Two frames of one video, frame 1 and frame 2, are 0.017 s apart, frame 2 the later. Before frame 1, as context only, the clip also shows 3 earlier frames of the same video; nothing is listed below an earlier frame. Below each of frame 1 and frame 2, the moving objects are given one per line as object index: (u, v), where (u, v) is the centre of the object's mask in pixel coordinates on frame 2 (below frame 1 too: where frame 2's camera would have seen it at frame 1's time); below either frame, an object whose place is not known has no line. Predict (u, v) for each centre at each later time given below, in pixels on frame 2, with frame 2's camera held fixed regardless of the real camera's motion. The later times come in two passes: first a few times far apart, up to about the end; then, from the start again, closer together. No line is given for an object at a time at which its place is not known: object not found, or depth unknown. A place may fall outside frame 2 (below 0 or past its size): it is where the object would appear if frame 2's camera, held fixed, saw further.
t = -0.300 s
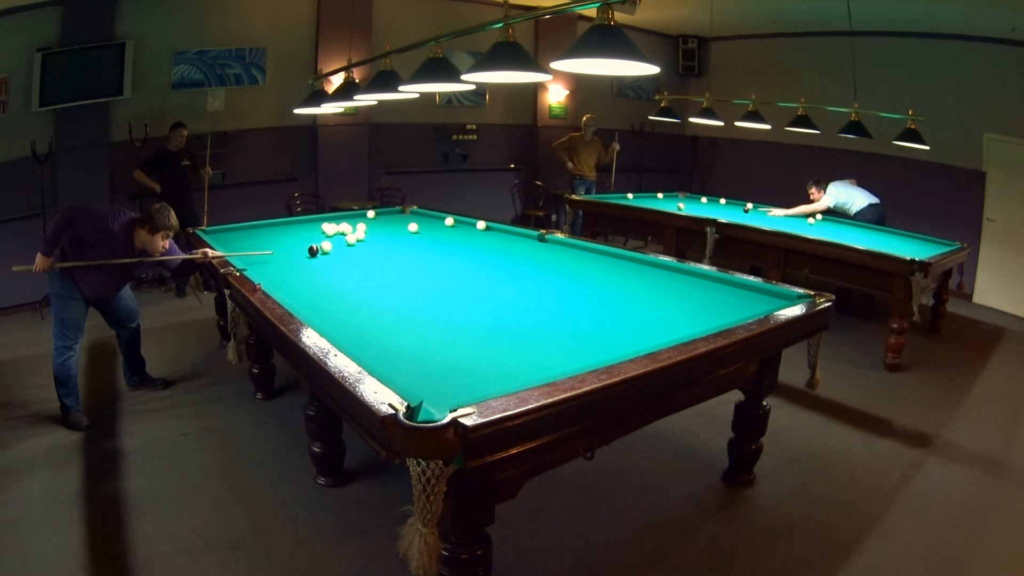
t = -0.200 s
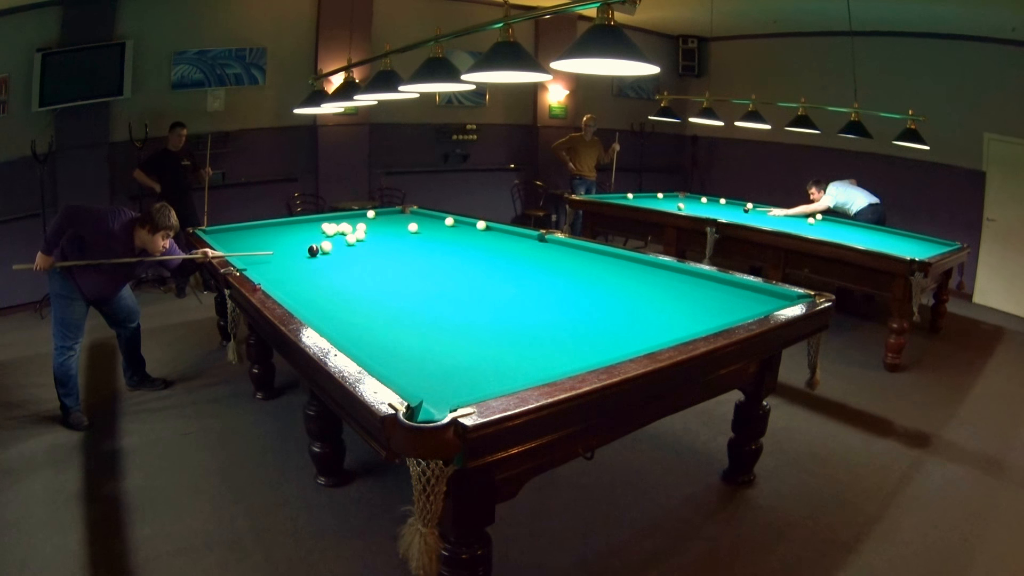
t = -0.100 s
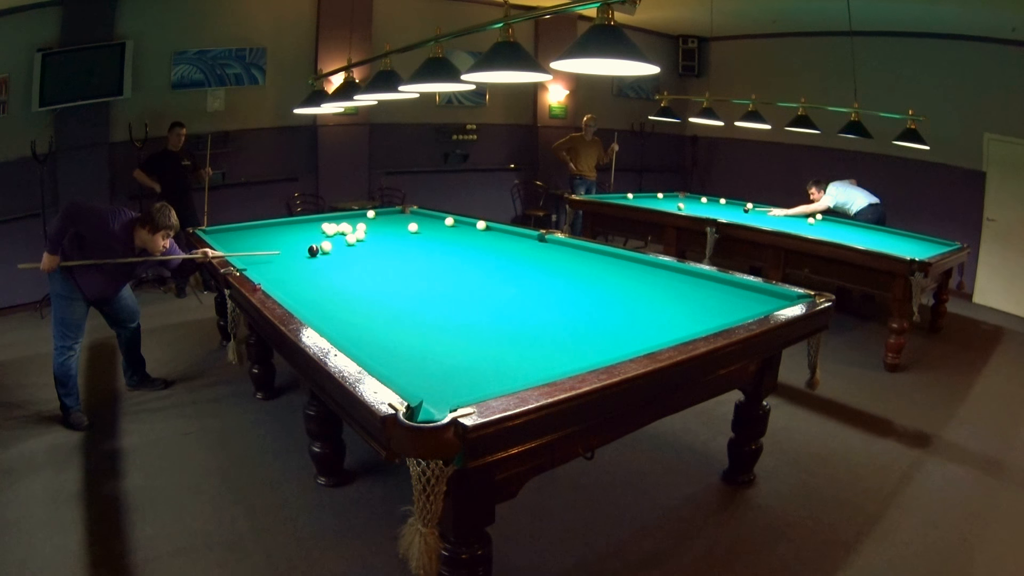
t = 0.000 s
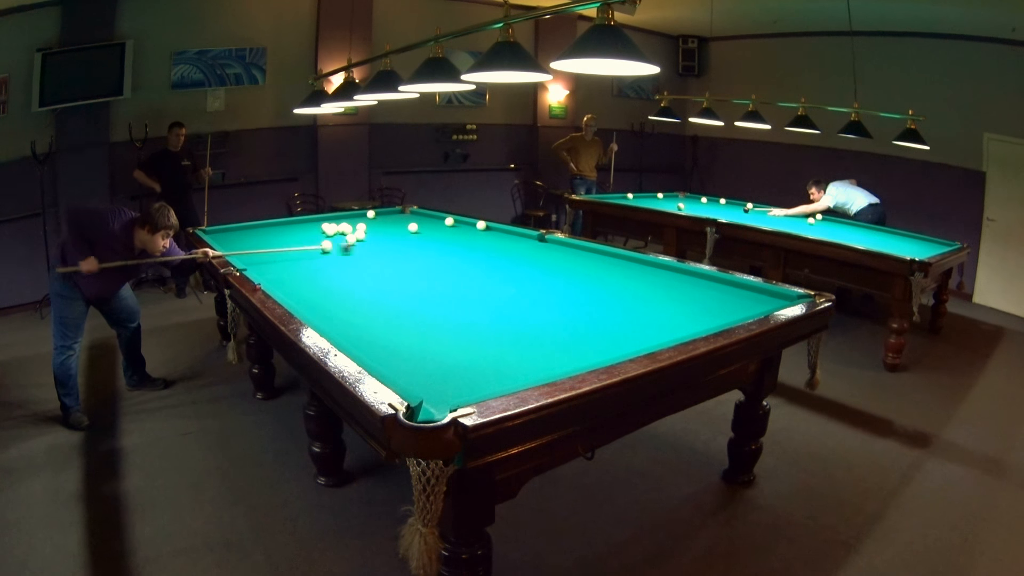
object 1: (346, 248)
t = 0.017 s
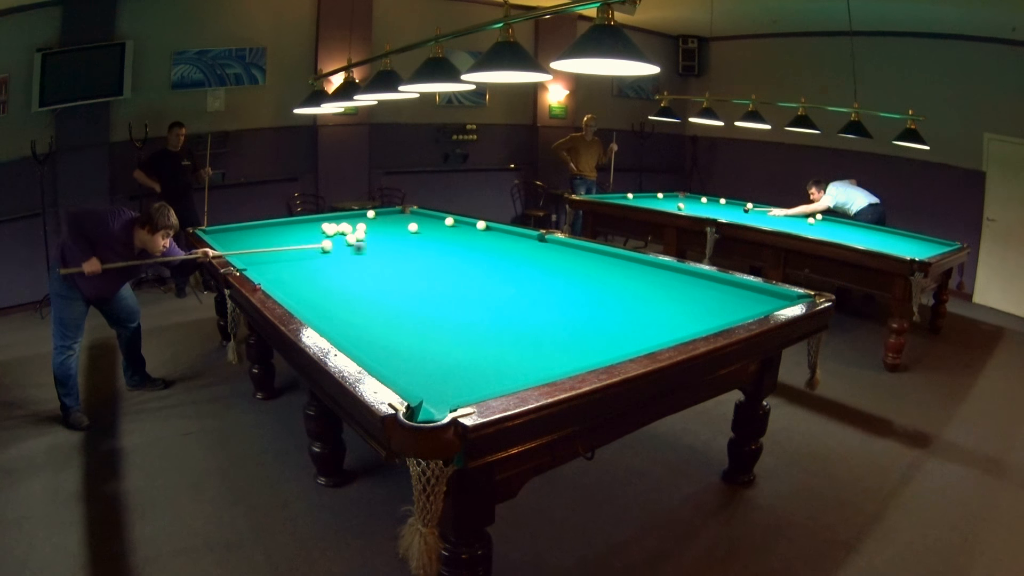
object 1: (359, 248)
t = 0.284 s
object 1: (539, 240)
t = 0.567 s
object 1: (492, 261)
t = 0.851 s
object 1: (418, 291)
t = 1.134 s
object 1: (350, 326)
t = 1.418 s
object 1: (455, 317)
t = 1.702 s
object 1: (540, 313)
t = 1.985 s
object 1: (618, 308)
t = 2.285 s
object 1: (689, 304)
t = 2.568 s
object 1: (746, 300)
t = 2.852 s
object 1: (788, 297)
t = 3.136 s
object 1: (777, 301)
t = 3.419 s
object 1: (757, 306)
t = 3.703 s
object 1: (738, 309)
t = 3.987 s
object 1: (718, 312)
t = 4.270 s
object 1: (698, 315)
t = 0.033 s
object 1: (371, 247)
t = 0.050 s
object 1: (383, 246)
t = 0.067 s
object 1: (395, 246)
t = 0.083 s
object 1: (407, 245)
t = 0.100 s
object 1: (419, 245)
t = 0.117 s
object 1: (430, 244)
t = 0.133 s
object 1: (442, 244)
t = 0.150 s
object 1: (453, 243)
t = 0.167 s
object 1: (464, 243)
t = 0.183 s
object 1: (475, 243)
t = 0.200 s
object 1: (486, 243)
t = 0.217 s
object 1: (496, 242)
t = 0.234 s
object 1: (507, 242)
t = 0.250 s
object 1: (517, 242)
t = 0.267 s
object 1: (527, 242)
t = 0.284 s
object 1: (539, 240)
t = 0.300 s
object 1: (546, 239)
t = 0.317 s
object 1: (552, 240)
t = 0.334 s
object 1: (549, 242)
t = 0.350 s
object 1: (545, 243)
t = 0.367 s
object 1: (541, 244)
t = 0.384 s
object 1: (537, 245)
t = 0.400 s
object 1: (533, 247)
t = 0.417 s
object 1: (528, 248)
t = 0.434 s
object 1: (524, 249)
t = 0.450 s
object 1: (521, 251)
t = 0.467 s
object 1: (516, 252)
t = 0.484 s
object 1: (512, 254)
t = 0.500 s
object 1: (508, 255)
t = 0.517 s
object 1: (504, 256)
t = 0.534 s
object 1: (500, 258)
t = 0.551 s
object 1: (496, 259)
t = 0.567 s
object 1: (492, 261)
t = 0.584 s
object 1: (487, 262)
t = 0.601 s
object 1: (483, 264)
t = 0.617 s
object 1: (479, 265)
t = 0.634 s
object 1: (475, 267)
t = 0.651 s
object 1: (471, 269)
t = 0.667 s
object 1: (467, 270)
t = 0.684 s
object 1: (463, 272)
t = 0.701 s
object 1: (459, 274)
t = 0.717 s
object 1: (455, 275)
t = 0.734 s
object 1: (450, 277)
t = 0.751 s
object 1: (446, 279)
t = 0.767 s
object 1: (442, 281)
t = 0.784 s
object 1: (437, 283)
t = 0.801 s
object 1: (432, 285)
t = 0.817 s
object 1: (428, 286)
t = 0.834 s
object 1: (423, 289)
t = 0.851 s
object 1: (418, 291)
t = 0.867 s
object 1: (412, 293)
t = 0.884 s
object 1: (407, 295)
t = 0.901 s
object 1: (402, 298)
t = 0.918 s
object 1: (396, 300)
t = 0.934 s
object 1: (391, 302)
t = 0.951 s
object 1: (385, 305)
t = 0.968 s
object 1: (379, 307)
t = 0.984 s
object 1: (373, 310)
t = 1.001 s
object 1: (367, 312)
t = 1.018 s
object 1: (360, 315)
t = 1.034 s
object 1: (354, 318)
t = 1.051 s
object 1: (347, 321)
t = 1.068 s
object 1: (340, 323)
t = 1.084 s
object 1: (334, 324)
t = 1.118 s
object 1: (343, 326)
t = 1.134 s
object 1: (350, 326)
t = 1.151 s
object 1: (358, 325)
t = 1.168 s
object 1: (365, 324)
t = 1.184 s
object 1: (373, 323)
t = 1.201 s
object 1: (380, 322)
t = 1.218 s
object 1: (386, 322)
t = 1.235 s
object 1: (393, 321)
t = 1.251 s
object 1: (399, 321)
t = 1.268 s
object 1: (405, 321)
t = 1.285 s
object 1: (411, 320)
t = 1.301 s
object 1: (417, 320)
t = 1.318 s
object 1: (423, 319)
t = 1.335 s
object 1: (428, 319)
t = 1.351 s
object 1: (434, 319)
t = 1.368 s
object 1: (439, 319)
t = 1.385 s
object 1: (444, 318)
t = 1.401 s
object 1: (450, 318)
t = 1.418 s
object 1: (455, 317)
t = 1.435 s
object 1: (460, 317)
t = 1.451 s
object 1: (465, 317)
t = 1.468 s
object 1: (471, 317)
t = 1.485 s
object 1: (476, 317)
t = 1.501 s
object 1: (481, 316)
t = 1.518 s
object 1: (486, 316)
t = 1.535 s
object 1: (491, 316)
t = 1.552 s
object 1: (496, 315)
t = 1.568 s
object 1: (501, 315)
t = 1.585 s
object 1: (506, 315)
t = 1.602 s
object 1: (511, 314)
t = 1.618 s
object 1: (516, 314)
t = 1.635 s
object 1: (521, 314)
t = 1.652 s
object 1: (526, 313)
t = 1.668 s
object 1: (531, 313)
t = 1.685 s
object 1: (536, 313)
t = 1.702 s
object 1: (540, 313)
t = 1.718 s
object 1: (545, 312)
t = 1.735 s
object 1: (550, 312)
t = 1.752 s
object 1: (555, 312)
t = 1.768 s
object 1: (559, 311)
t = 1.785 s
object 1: (564, 311)
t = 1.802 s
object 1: (569, 311)
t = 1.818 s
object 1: (573, 311)
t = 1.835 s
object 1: (578, 310)
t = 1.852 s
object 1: (583, 310)
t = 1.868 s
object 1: (587, 310)
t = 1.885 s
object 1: (592, 309)
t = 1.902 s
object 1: (596, 309)
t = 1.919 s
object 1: (600, 309)
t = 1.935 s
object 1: (605, 309)
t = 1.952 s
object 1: (609, 308)
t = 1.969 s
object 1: (614, 308)
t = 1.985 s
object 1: (618, 308)
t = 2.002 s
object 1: (622, 308)
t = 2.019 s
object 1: (626, 307)
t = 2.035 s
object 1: (630, 307)
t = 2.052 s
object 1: (634, 307)
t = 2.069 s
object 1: (638, 307)
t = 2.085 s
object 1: (642, 306)
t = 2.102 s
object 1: (647, 306)
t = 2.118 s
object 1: (651, 306)
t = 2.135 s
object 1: (655, 306)
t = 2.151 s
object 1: (659, 306)
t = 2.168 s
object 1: (663, 305)
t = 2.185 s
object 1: (666, 305)
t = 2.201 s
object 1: (670, 305)
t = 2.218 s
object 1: (674, 305)
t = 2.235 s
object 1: (678, 304)
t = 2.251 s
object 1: (681, 304)
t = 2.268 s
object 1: (685, 304)
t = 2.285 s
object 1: (689, 304)
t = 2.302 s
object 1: (692, 303)
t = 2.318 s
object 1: (696, 303)
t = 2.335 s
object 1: (699, 303)
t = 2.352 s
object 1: (703, 303)
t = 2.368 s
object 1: (707, 302)
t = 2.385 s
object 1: (710, 302)
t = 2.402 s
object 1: (714, 302)
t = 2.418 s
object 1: (717, 302)
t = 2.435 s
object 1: (720, 302)
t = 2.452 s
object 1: (723, 302)
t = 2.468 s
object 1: (727, 301)
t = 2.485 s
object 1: (730, 301)
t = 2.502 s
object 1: (733, 301)
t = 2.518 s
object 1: (737, 301)
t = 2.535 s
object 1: (740, 301)
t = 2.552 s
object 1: (743, 300)
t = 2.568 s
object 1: (746, 300)
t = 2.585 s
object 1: (750, 300)
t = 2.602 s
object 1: (752, 300)
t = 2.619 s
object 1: (755, 299)
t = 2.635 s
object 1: (759, 299)
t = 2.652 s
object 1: (761, 299)
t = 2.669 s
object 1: (765, 299)
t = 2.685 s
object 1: (767, 299)
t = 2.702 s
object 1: (770, 298)
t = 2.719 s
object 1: (773, 299)
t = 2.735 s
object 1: (776, 298)
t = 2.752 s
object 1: (778, 298)
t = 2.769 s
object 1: (781, 298)
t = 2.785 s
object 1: (784, 297)
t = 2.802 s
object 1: (786, 297)
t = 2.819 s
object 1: (789, 296)
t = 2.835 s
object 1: (789, 297)
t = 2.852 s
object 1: (788, 297)
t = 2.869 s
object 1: (787, 298)
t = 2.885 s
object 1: (787, 298)
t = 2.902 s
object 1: (787, 298)
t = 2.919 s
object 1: (786, 299)
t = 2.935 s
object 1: (786, 299)
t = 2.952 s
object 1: (785, 299)
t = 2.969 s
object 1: (785, 299)
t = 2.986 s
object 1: (785, 300)
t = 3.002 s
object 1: (784, 300)
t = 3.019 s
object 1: (784, 300)
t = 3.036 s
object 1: (783, 300)
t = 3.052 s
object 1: (782, 300)
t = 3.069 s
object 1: (781, 301)
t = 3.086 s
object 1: (780, 301)
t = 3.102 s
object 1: (779, 301)
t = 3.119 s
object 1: (778, 301)
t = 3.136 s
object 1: (777, 301)
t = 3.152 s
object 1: (775, 302)
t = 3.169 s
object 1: (774, 302)
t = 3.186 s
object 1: (773, 302)
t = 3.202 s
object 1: (772, 303)
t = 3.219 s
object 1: (771, 303)
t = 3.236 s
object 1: (770, 303)
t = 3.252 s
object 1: (769, 303)
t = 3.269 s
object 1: (767, 303)
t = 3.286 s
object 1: (766, 304)
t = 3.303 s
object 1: (765, 304)
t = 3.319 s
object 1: (764, 304)
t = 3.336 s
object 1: (763, 304)
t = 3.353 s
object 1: (762, 305)
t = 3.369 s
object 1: (761, 305)
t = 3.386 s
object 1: (759, 305)
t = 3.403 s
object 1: (758, 305)
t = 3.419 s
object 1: (757, 306)
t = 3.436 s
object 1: (756, 306)
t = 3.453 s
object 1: (755, 306)
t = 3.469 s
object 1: (754, 306)
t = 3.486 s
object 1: (752, 307)
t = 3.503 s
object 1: (751, 307)
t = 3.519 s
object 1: (750, 307)
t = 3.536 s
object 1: (749, 307)
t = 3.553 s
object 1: (748, 308)
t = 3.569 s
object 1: (747, 308)
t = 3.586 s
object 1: (745, 308)
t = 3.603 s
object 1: (744, 308)
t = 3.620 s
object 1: (743, 308)
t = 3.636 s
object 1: (742, 308)
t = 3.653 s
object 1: (741, 309)
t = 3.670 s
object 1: (740, 309)
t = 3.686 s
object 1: (739, 309)
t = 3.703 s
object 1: (738, 309)
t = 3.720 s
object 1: (736, 309)
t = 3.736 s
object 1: (735, 310)
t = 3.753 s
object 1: (734, 310)
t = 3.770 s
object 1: (733, 310)
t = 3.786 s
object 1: (732, 310)
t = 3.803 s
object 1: (731, 310)
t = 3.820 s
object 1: (729, 310)
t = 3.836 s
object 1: (728, 311)
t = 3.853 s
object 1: (727, 311)
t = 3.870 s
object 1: (726, 311)
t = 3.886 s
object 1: (725, 311)
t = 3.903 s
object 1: (724, 311)
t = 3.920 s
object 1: (722, 312)
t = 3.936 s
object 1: (721, 312)
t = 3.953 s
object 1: (720, 312)
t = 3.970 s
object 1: (719, 312)
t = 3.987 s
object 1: (718, 312)
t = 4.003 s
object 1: (716, 312)
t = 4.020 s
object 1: (715, 313)
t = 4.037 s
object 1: (714, 313)
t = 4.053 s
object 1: (713, 313)
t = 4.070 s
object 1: (712, 313)
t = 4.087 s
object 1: (710, 313)
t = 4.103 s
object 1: (709, 313)
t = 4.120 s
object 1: (708, 313)
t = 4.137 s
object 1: (707, 314)
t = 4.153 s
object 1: (706, 314)
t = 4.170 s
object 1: (705, 314)
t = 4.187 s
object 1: (704, 314)
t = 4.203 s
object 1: (702, 314)
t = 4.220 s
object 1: (701, 315)
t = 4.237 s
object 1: (700, 315)
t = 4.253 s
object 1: (699, 315)
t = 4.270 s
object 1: (698, 315)
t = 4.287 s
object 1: (697, 315)
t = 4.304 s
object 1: (695, 315)
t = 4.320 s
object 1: (694, 316)
